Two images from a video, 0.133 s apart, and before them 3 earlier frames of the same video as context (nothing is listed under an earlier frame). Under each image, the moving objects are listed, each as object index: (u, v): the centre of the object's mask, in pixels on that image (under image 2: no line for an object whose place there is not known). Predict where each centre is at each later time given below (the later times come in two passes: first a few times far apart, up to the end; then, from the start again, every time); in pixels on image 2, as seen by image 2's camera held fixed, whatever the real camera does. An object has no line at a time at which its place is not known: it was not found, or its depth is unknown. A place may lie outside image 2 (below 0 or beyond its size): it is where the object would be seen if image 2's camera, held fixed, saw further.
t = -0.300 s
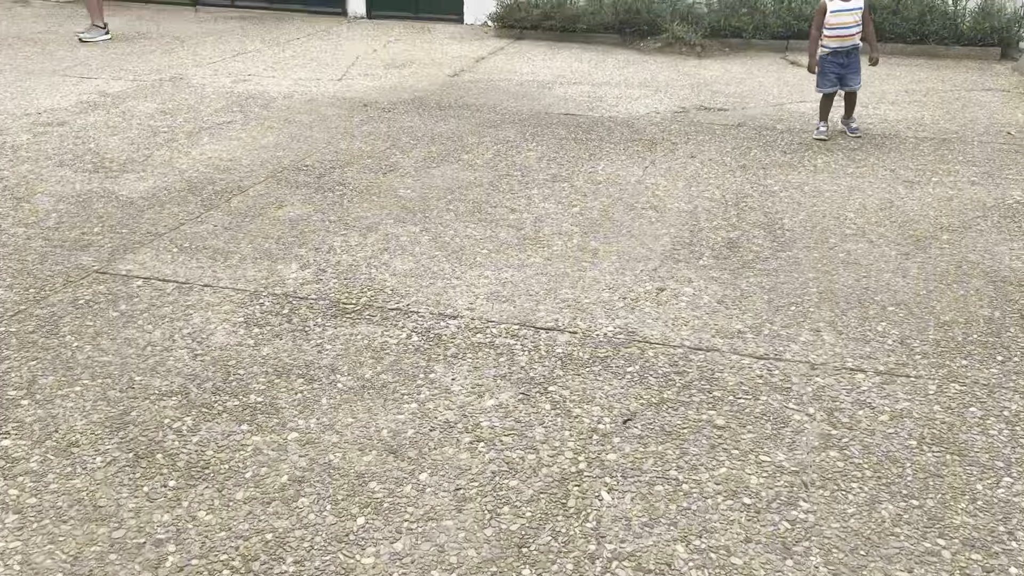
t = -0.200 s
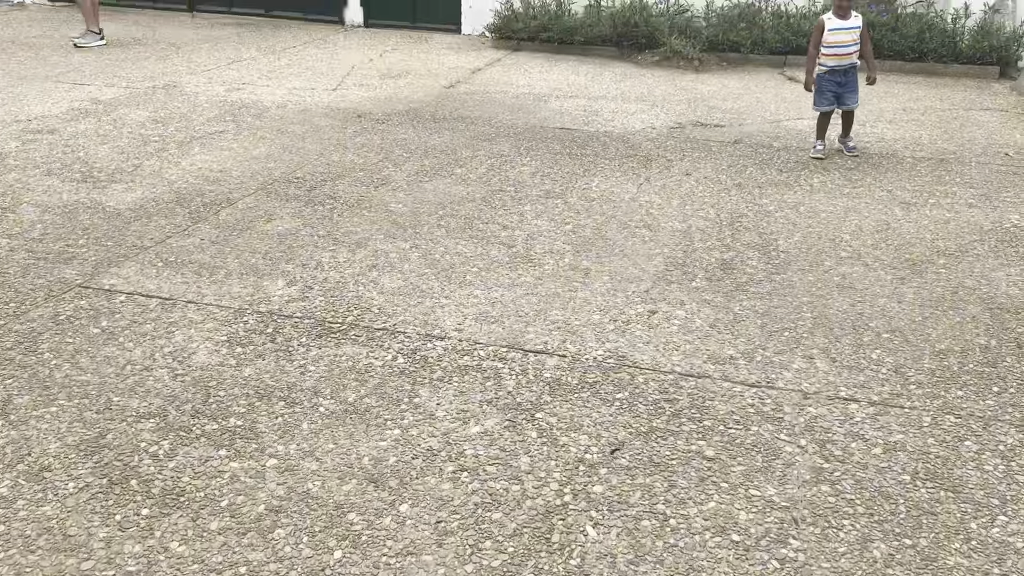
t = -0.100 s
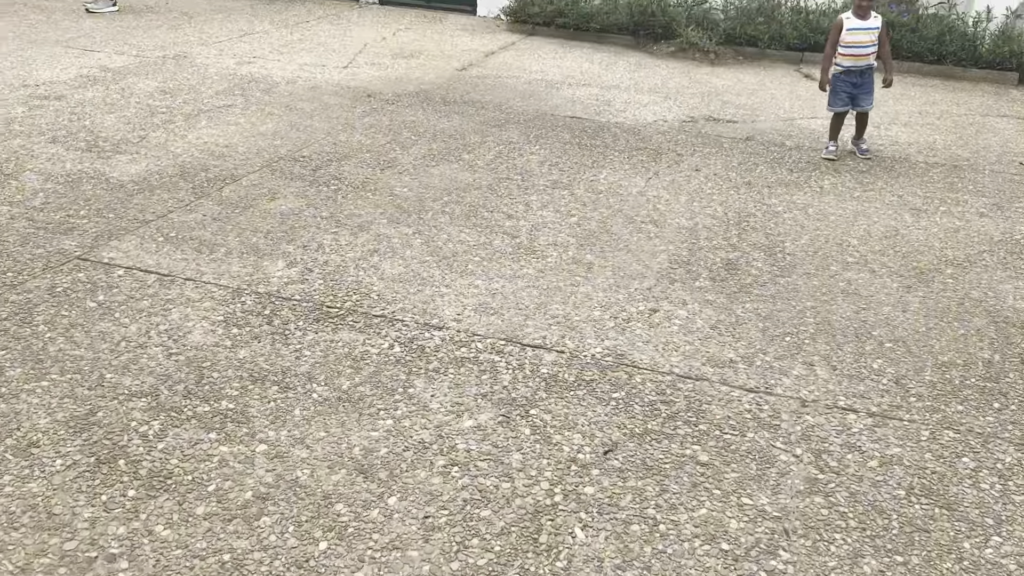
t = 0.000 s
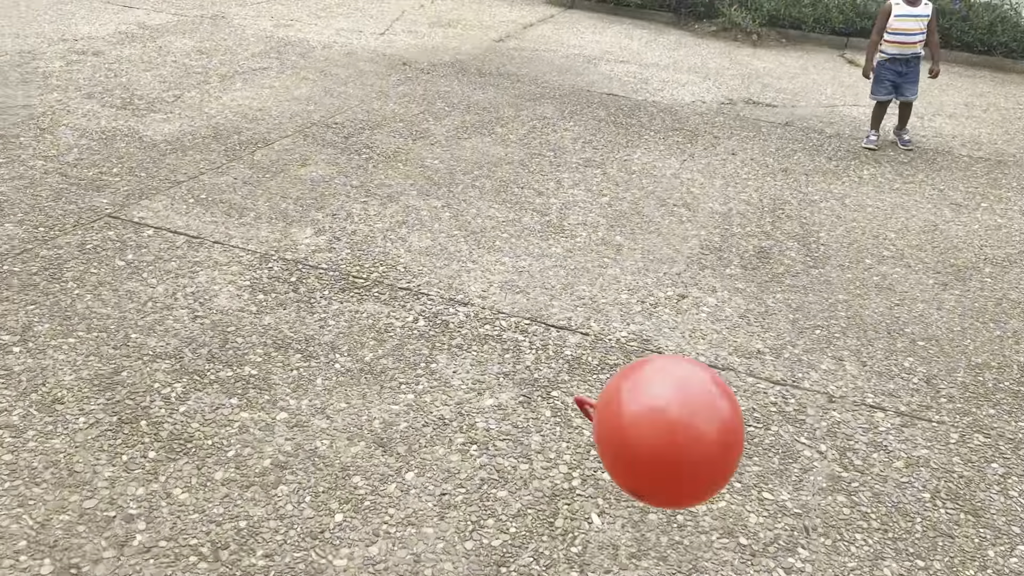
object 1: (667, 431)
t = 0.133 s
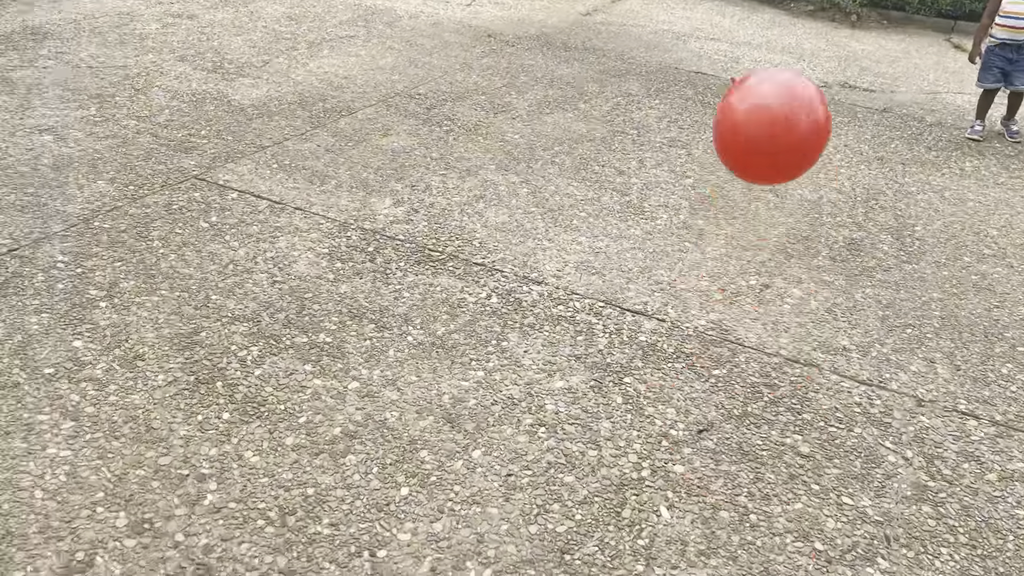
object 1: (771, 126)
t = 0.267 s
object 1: (748, 35)
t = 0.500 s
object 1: (701, 56)
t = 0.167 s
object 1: (768, 89)
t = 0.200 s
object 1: (762, 62)
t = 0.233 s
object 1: (756, 44)
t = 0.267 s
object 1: (748, 35)
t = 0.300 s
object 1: (741, 28)
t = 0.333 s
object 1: (734, 24)
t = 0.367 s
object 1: (729, 22)
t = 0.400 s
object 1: (724, 26)
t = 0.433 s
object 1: (717, 34)
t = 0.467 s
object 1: (709, 44)
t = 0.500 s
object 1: (701, 56)
